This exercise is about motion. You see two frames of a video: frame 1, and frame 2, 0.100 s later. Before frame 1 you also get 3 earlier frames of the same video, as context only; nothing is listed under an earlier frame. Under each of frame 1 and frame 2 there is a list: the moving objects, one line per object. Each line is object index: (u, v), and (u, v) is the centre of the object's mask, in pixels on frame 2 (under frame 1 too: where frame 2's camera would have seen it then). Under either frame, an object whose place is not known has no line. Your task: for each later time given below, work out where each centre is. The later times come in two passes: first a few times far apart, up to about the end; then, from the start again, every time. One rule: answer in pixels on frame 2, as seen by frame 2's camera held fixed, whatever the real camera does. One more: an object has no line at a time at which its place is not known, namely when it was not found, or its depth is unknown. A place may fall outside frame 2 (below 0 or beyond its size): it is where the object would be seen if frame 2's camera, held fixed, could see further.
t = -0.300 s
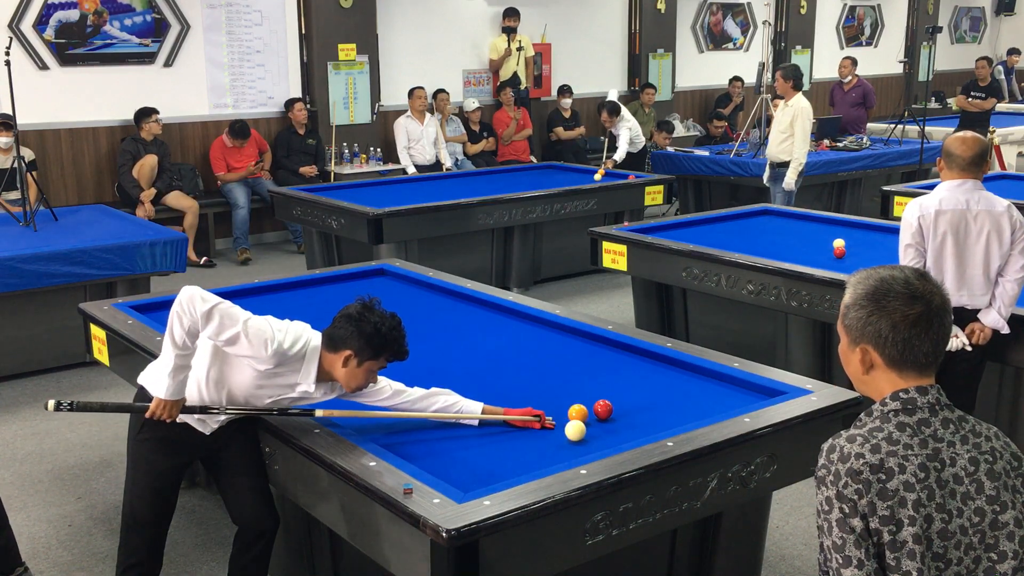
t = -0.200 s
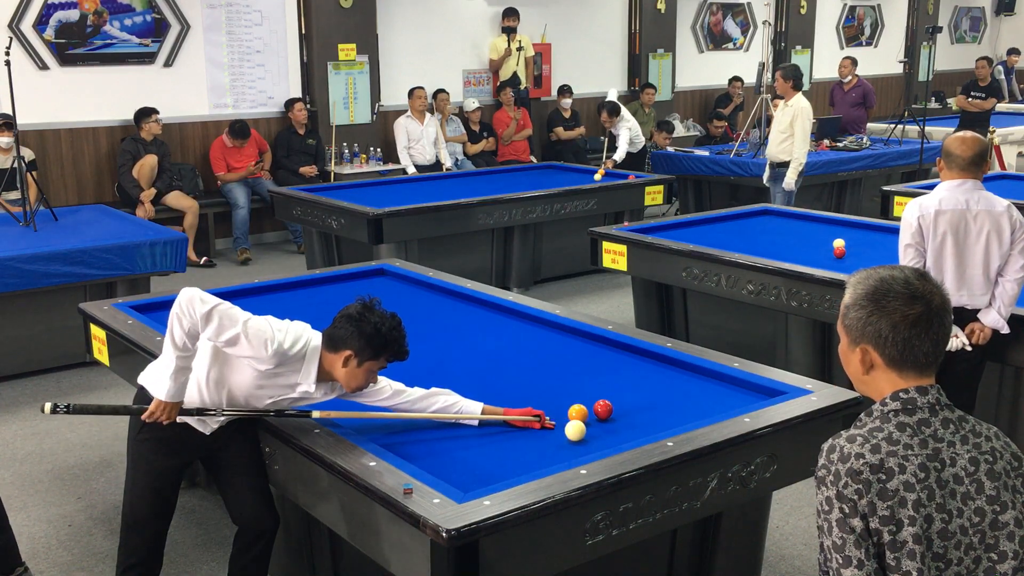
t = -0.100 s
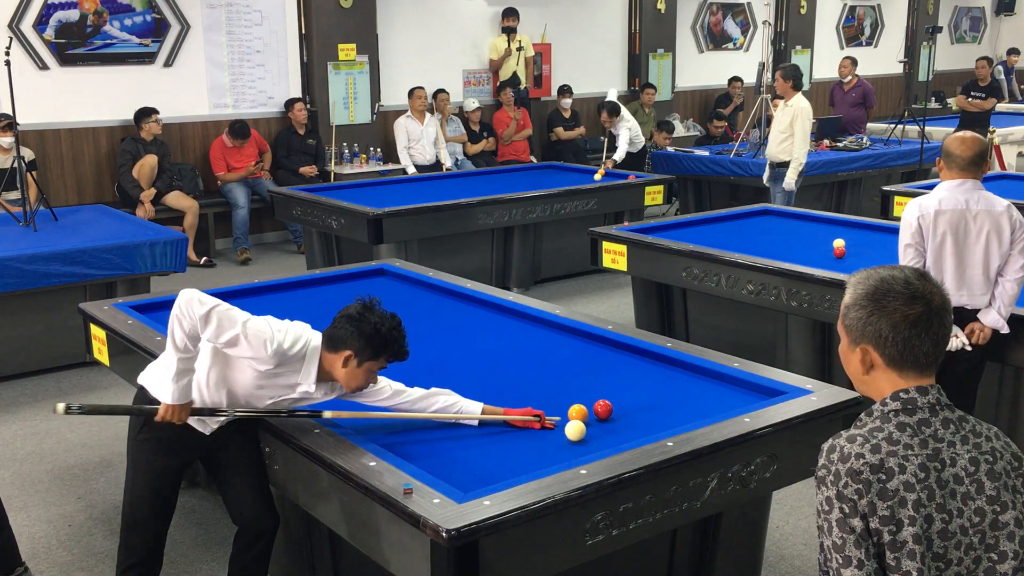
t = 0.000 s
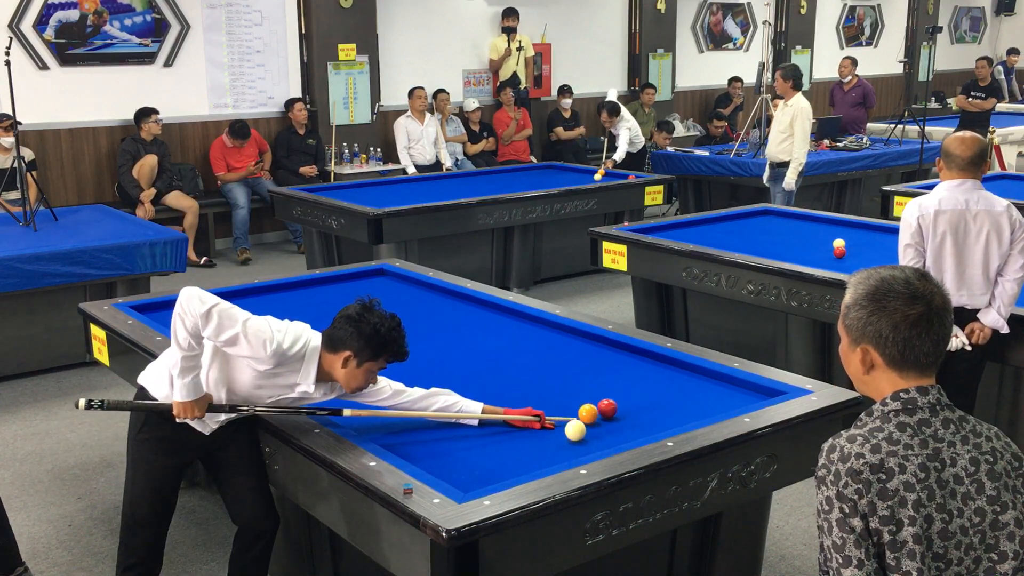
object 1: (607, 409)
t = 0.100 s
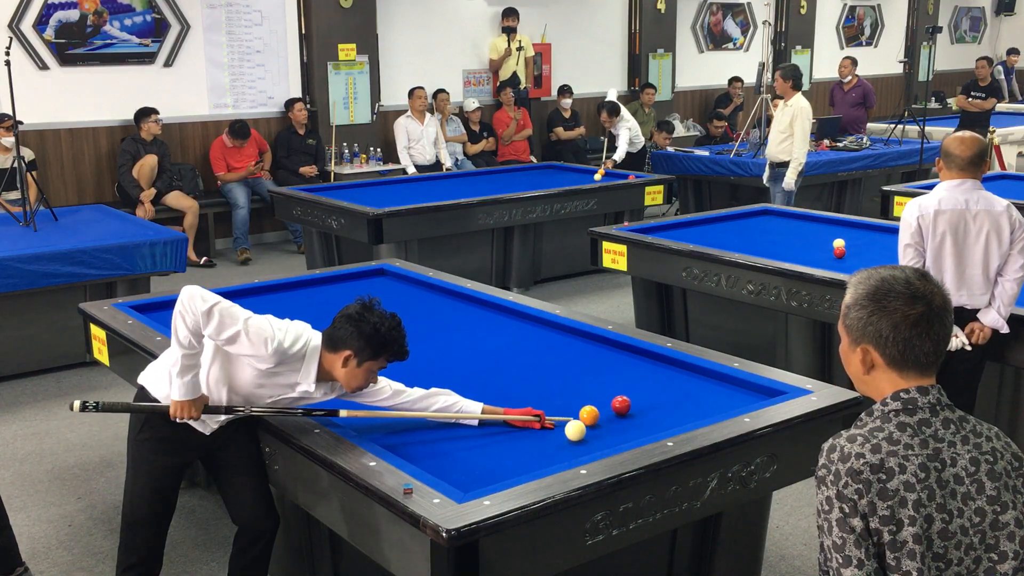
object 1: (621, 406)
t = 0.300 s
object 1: (644, 400)
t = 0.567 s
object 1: (674, 394)
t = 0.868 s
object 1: (705, 386)
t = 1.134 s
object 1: (731, 380)
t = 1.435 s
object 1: (719, 385)
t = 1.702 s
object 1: (709, 389)
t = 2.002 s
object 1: (698, 394)
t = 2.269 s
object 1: (690, 397)
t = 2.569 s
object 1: (680, 401)
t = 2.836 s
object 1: (672, 404)
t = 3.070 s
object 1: (667, 406)
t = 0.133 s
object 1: (625, 405)
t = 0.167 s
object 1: (629, 404)
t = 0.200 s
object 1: (633, 403)
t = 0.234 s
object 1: (637, 402)
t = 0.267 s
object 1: (640, 401)
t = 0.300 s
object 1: (644, 400)
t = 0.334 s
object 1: (648, 399)
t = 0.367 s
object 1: (652, 399)
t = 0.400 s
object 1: (656, 398)
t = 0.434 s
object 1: (660, 397)
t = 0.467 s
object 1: (663, 396)
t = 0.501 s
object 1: (667, 395)
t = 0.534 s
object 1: (670, 395)
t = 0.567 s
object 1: (674, 394)
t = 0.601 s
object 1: (678, 393)
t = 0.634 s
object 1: (681, 392)
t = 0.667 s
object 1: (685, 392)
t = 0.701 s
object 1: (688, 391)
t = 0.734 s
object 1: (692, 390)
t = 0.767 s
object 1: (695, 389)
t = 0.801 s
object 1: (699, 388)
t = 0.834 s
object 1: (702, 387)
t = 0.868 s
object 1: (705, 386)
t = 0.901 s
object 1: (708, 386)
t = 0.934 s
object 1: (712, 385)
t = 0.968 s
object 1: (715, 384)
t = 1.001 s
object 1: (718, 384)
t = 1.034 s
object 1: (722, 383)
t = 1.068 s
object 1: (725, 382)
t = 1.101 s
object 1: (728, 381)
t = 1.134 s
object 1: (731, 380)
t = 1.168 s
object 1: (730, 381)
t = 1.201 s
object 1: (728, 381)
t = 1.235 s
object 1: (727, 382)
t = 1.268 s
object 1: (725, 382)
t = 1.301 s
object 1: (724, 383)
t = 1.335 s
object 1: (723, 384)
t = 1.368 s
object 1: (721, 384)
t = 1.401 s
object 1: (720, 385)
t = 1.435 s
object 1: (719, 385)
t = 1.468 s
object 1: (718, 386)
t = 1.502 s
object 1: (716, 386)
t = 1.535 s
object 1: (715, 387)
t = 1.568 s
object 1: (714, 387)
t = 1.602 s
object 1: (713, 387)
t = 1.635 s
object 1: (711, 388)
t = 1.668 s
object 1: (710, 389)
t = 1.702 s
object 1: (709, 389)
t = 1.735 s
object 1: (708, 390)
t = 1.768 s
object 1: (706, 390)
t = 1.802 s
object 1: (705, 391)
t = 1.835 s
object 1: (704, 391)
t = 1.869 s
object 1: (703, 392)
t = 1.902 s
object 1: (701, 392)
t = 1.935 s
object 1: (700, 393)
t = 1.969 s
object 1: (699, 393)
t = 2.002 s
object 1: (698, 394)
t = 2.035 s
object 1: (697, 394)
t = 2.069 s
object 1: (696, 395)
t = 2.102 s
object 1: (695, 395)
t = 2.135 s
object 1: (694, 396)
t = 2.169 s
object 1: (693, 396)
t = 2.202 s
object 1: (692, 396)
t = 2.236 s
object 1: (690, 397)
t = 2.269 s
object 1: (690, 397)
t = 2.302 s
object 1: (688, 398)
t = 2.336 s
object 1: (687, 398)
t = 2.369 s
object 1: (686, 399)
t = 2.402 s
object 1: (685, 399)
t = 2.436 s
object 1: (684, 399)
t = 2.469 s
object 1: (683, 400)
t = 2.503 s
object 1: (682, 400)
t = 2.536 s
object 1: (681, 401)
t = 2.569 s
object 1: (680, 401)
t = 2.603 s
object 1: (680, 401)
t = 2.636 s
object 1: (678, 402)
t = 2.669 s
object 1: (677, 402)
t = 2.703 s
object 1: (676, 402)
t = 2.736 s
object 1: (675, 403)
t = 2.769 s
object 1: (674, 403)
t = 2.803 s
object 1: (673, 404)
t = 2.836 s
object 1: (672, 404)
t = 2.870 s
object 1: (672, 404)
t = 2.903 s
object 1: (671, 405)
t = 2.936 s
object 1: (670, 405)
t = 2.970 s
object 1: (669, 405)
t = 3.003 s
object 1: (669, 406)
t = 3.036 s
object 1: (668, 406)
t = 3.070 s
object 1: (667, 406)
